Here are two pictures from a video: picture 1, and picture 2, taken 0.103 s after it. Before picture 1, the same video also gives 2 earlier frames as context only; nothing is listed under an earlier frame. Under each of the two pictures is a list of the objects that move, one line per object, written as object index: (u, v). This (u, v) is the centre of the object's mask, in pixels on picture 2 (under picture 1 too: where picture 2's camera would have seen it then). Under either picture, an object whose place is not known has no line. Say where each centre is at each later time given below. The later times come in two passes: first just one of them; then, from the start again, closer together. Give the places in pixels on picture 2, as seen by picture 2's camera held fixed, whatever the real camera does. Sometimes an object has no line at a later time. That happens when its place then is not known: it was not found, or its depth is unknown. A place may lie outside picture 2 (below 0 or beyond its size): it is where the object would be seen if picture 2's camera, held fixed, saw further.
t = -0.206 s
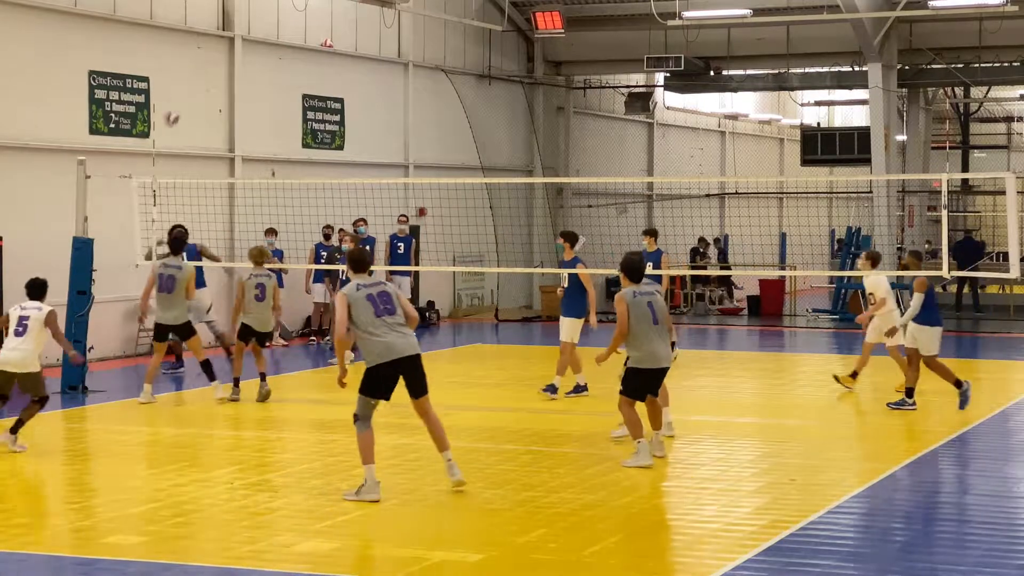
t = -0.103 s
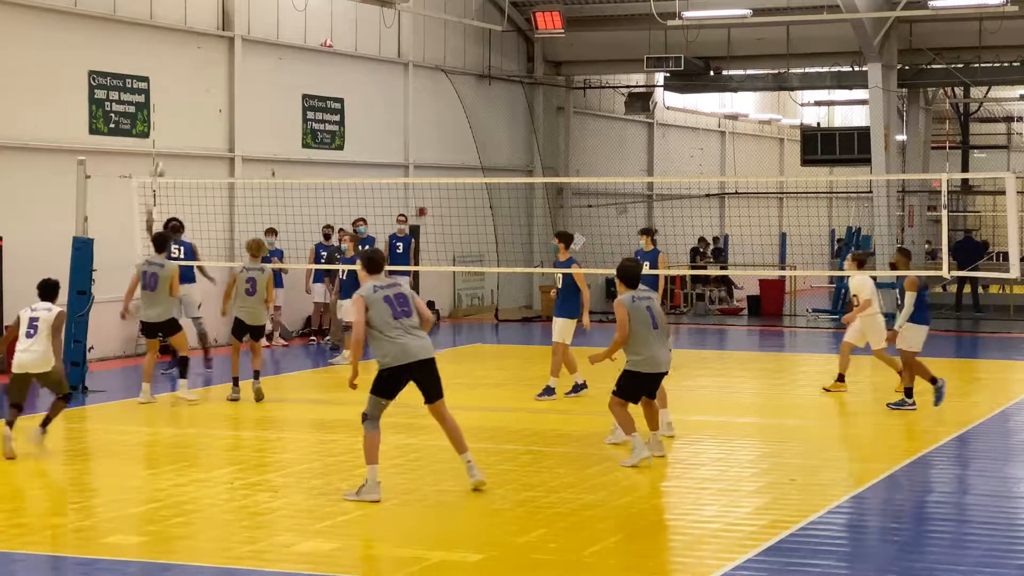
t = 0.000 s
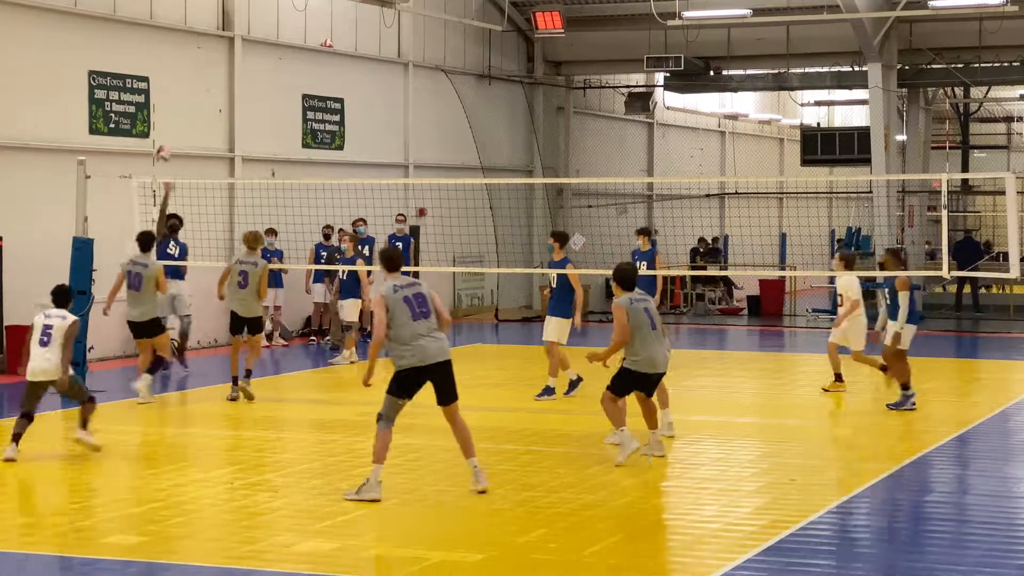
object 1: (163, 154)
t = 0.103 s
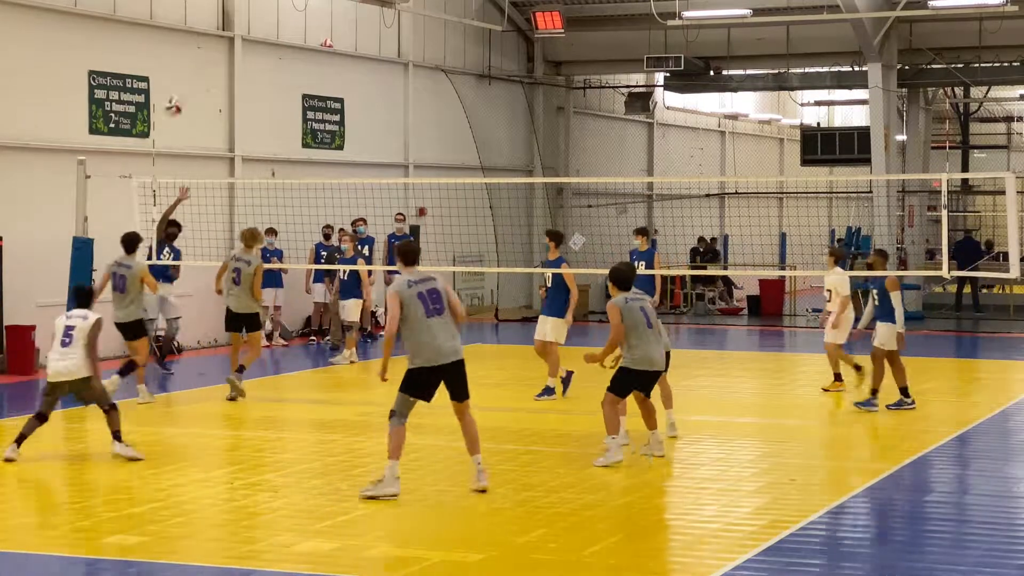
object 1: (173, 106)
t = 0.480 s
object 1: (229, 7)
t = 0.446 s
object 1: (222, 9)
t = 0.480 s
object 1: (229, 7)
